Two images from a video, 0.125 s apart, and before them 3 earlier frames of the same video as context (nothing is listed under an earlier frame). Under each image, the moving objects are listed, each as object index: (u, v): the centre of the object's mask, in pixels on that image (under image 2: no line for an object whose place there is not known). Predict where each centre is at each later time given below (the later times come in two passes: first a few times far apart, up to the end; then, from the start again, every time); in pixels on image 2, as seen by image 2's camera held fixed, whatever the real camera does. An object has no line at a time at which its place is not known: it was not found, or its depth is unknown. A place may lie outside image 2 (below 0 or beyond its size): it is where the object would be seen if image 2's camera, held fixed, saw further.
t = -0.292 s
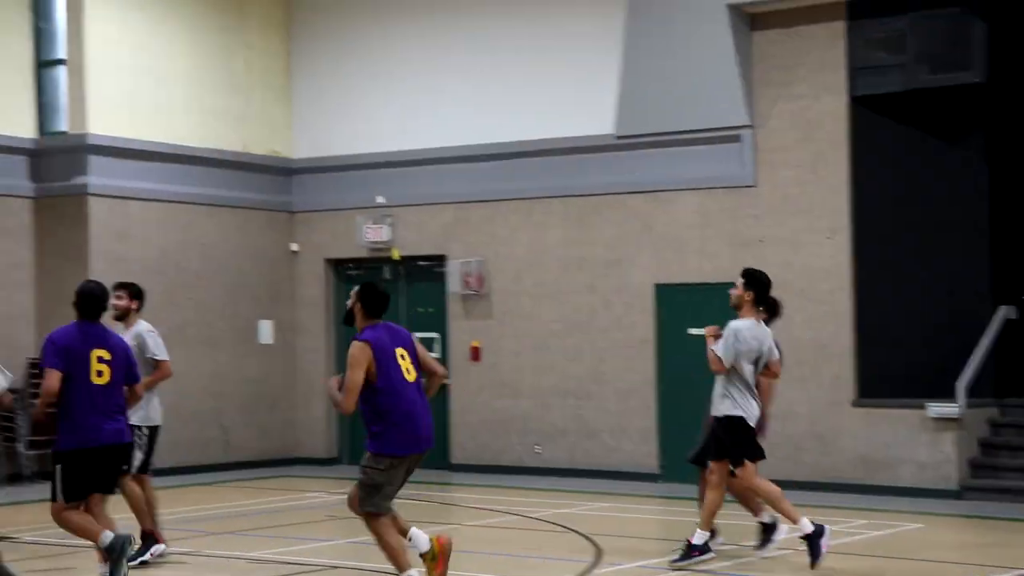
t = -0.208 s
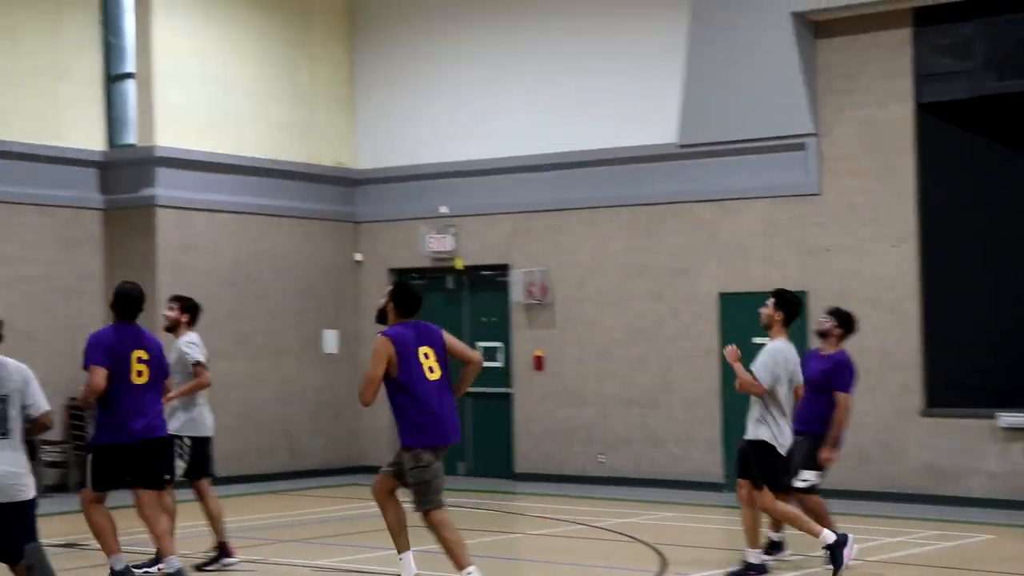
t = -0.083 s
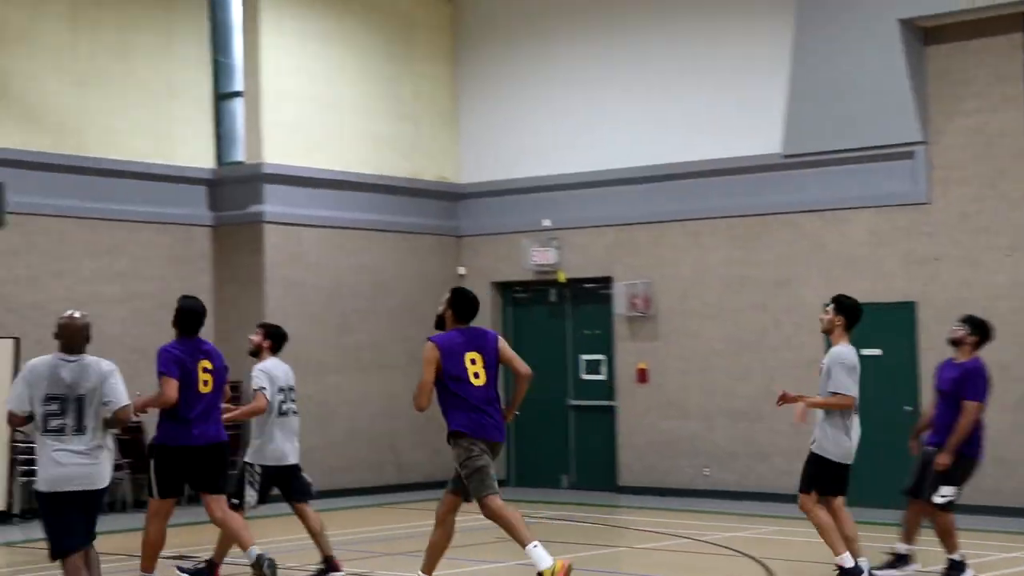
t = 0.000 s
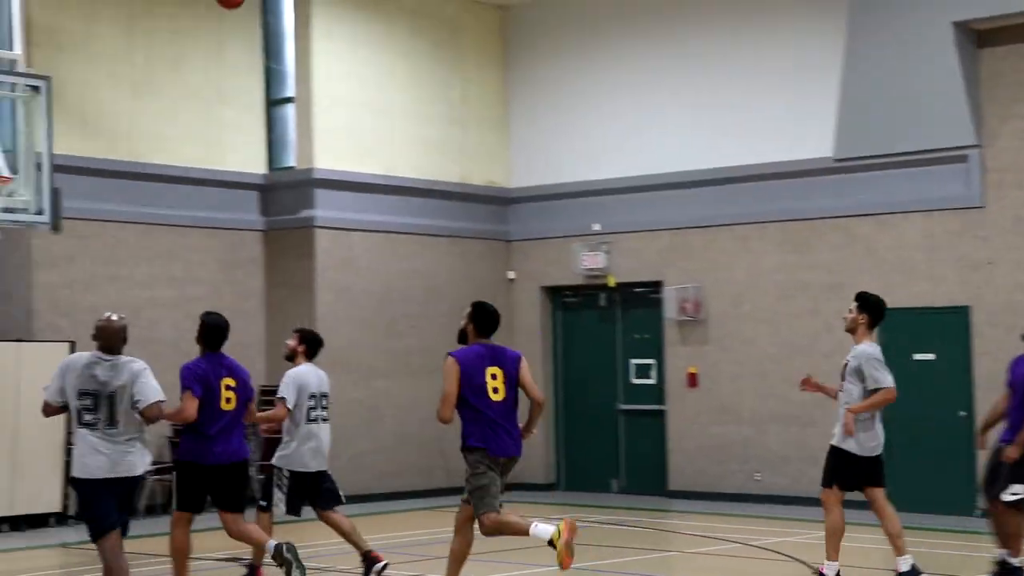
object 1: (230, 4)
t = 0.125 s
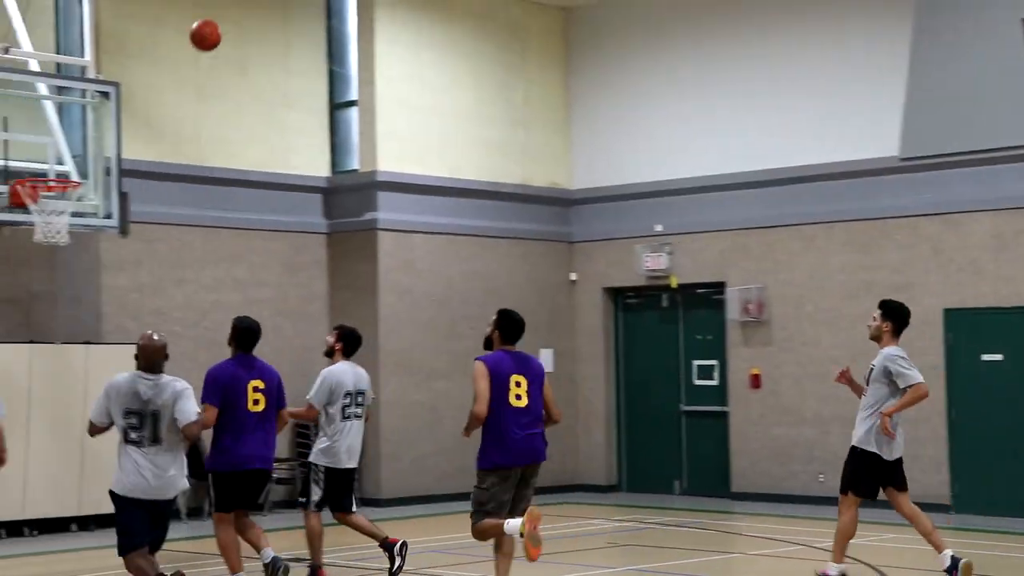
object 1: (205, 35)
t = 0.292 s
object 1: (87, 115)
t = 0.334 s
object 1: (59, 140)
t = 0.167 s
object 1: (176, 52)
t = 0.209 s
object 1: (146, 71)
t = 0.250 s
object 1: (117, 92)
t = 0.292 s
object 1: (87, 115)
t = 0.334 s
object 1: (59, 140)
